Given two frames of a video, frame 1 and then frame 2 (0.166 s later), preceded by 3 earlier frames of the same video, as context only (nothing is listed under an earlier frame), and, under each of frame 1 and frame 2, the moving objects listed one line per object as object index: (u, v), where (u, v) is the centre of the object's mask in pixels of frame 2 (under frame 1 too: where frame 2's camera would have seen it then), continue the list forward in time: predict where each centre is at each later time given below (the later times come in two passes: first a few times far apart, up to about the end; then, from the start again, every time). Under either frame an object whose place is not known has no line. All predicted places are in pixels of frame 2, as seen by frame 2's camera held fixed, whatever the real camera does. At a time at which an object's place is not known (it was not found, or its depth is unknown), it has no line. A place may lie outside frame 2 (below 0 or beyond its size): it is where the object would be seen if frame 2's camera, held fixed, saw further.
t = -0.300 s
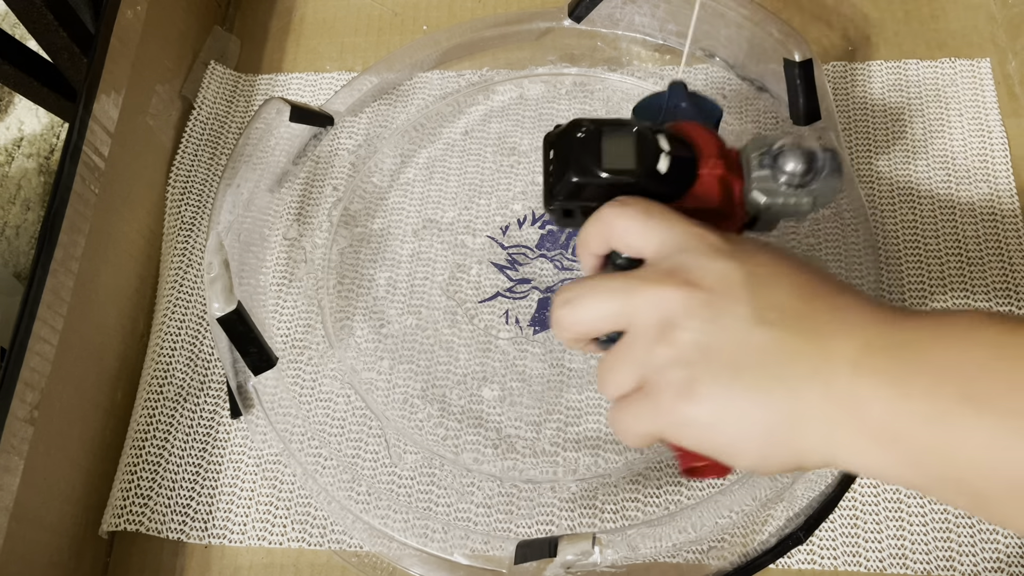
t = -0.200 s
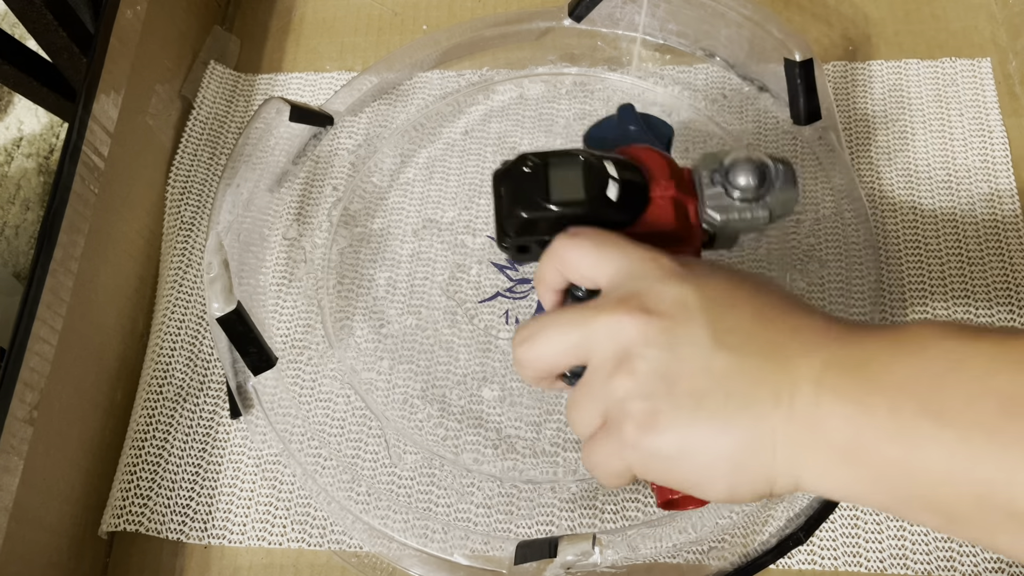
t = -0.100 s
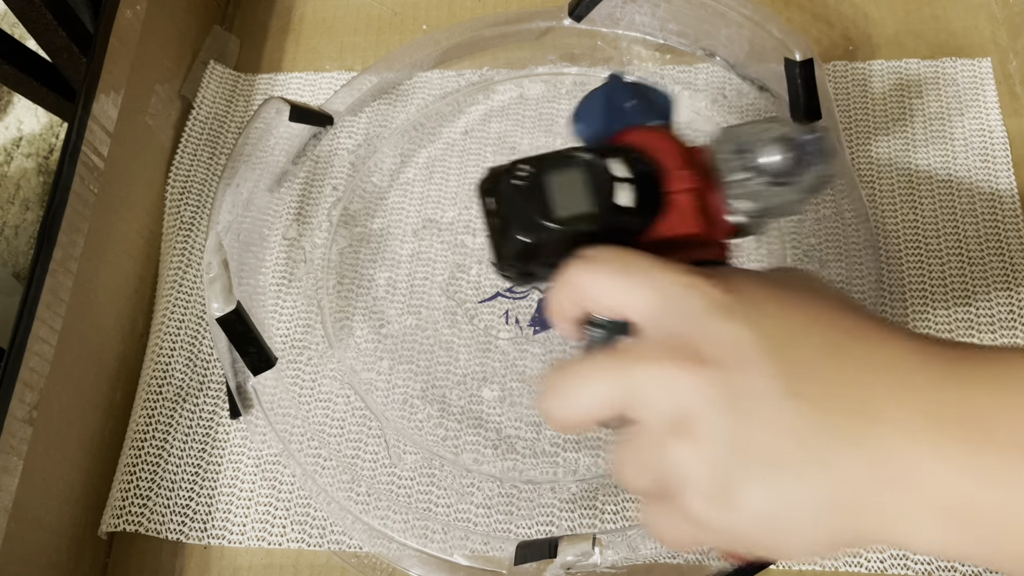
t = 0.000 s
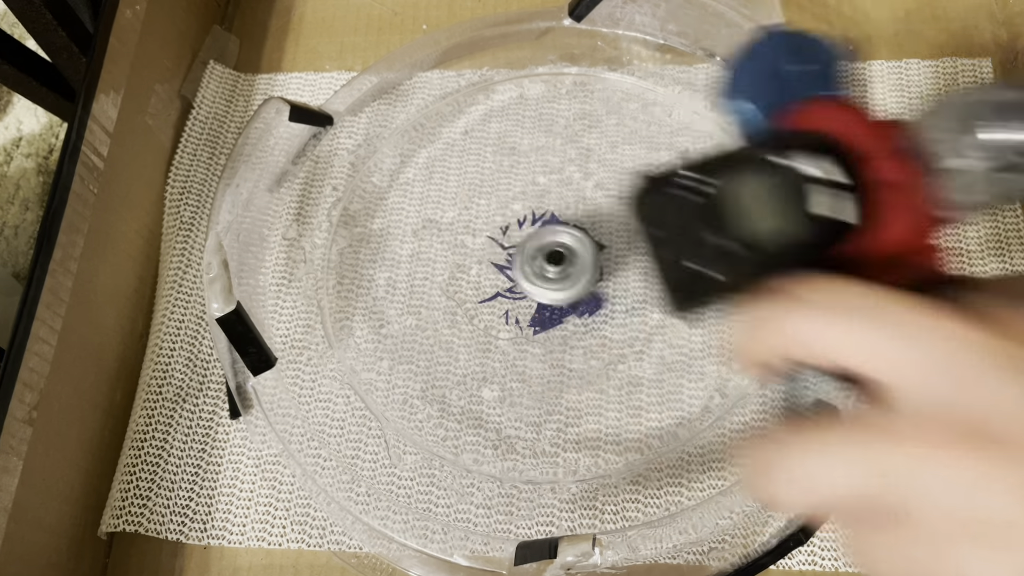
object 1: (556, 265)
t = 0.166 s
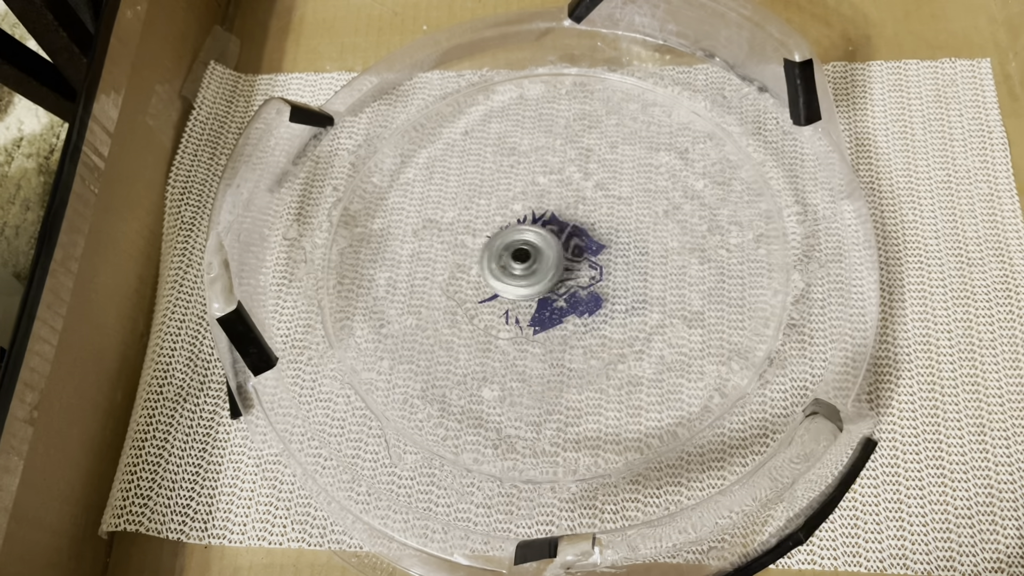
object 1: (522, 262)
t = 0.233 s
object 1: (508, 266)
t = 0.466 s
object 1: (512, 310)
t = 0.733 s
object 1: (563, 271)
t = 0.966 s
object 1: (515, 236)
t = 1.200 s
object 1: (478, 272)
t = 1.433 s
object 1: (540, 295)
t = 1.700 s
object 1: (552, 234)
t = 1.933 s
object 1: (496, 220)
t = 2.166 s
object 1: (496, 275)
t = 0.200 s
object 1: (516, 262)
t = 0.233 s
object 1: (508, 266)
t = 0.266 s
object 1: (502, 271)
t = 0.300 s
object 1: (498, 277)
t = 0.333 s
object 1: (496, 285)
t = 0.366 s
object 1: (497, 292)
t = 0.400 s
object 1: (500, 300)
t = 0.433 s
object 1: (506, 306)
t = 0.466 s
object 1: (512, 310)
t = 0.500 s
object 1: (522, 313)
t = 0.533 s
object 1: (534, 313)
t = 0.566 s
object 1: (543, 309)
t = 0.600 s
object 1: (551, 304)
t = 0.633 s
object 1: (556, 296)
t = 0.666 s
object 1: (561, 287)
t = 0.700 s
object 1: (563, 279)
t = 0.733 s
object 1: (563, 271)
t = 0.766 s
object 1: (560, 262)
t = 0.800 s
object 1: (556, 255)
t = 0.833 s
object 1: (549, 249)
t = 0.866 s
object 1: (542, 243)
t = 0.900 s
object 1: (533, 239)
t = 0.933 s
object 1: (524, 237)
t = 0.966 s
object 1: (515, 236)
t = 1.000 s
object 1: (506, 237)
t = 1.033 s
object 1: (497, 240)
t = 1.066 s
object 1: (490, 244)
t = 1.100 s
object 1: (484, 250)
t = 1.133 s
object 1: (480, 256)
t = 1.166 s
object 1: (477, 264)
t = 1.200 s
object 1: (478, 272)
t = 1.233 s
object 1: (482, 280)
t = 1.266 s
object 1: (489, 288)
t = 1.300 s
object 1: (498, 295)
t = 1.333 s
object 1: (509, 299)
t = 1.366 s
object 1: (521, 300)
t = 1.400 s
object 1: (531, 298)
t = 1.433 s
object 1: (540, 295)
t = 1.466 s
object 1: (547, 290)
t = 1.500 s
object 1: (553, 283)
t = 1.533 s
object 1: (557, 275)
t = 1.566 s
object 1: (559, 266)
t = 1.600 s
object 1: (560, 258)
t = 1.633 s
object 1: (558, 249)
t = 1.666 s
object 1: (556, 242)
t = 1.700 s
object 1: (552, 234)
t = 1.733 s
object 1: (546, 227)
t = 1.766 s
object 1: (539, 222)
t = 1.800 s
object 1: (532, 218)
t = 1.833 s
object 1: (523, 215)
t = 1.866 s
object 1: (514, 214)
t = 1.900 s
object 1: (505, 216)
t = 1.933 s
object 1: (496, 220)
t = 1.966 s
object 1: (489, 226)
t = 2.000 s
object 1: (484, 234)
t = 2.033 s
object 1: (481, 242)
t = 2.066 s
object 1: (481, 251)
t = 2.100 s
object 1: (484, 260)
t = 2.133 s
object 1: (488, 268)
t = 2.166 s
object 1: (496, 275)
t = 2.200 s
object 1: (506, 280)
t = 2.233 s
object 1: (518, 283)
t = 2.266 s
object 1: (530, 283)
